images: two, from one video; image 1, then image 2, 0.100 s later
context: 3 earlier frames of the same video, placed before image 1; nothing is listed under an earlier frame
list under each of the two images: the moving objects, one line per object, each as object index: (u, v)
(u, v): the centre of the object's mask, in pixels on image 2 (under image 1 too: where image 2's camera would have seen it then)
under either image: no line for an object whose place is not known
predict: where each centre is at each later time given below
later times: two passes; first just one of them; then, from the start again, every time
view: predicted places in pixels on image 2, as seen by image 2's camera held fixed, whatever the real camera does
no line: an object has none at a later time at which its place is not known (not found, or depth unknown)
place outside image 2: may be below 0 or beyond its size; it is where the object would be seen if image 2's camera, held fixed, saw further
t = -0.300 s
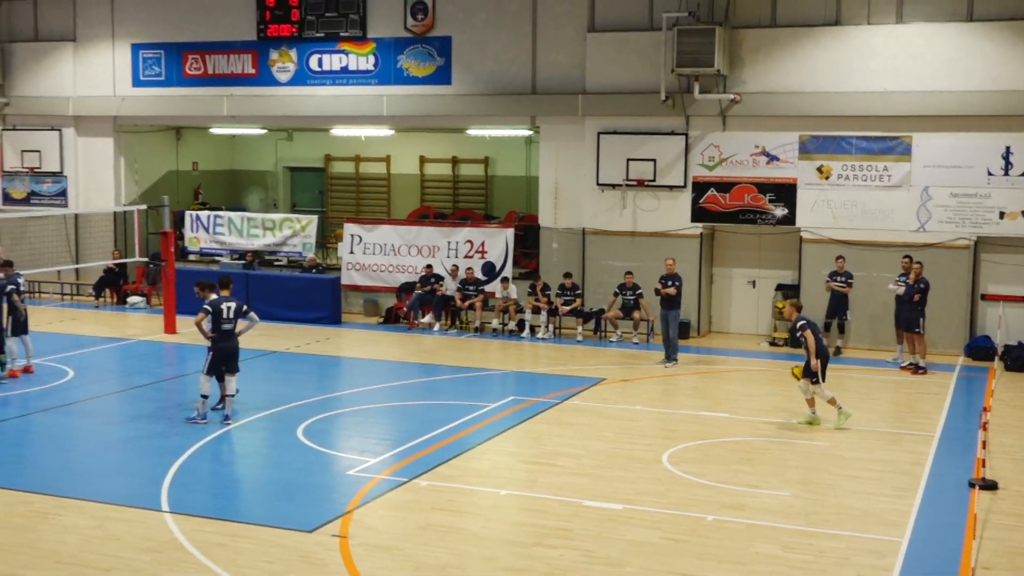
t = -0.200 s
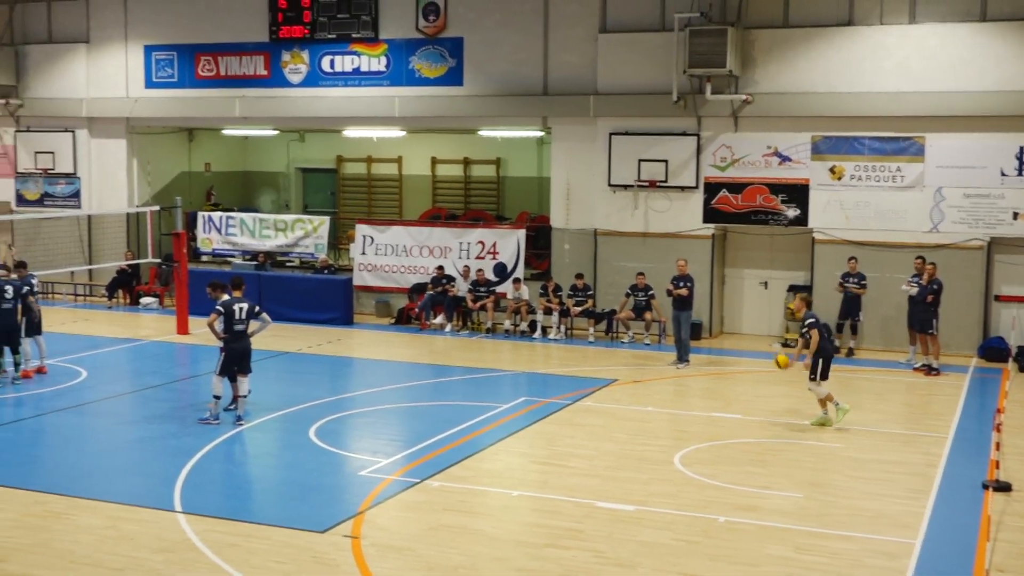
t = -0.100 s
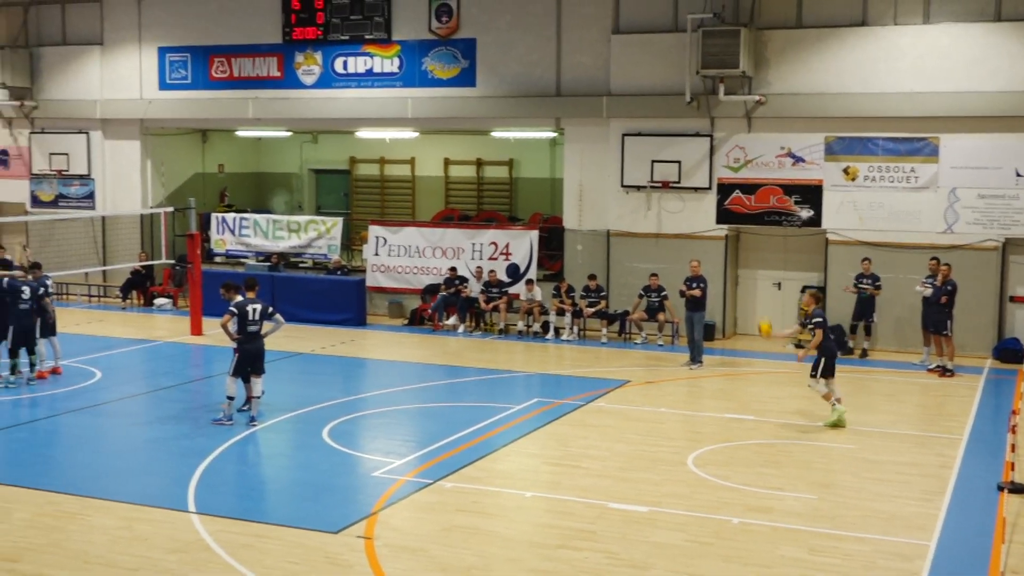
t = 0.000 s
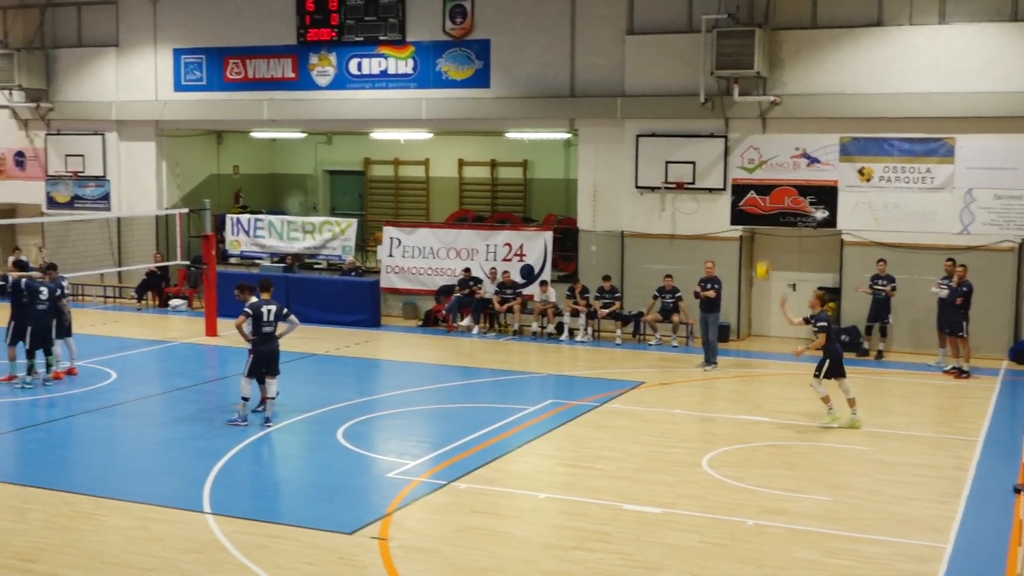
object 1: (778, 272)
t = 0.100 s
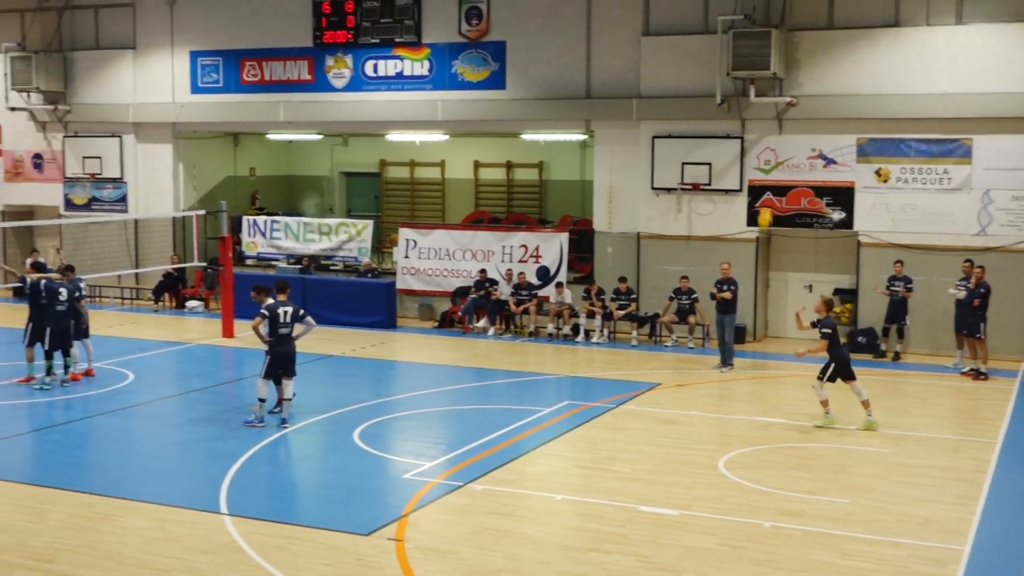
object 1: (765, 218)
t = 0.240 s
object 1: (745, 158)
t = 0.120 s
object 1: (762, 209)
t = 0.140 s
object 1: (759, 199)
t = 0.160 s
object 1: (757, 191)
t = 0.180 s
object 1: (754, 183)
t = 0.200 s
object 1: (751, 174)
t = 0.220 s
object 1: (748, 165)
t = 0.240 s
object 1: (745, 158)
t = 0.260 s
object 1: (743, 150)
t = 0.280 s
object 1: (741, 142)
